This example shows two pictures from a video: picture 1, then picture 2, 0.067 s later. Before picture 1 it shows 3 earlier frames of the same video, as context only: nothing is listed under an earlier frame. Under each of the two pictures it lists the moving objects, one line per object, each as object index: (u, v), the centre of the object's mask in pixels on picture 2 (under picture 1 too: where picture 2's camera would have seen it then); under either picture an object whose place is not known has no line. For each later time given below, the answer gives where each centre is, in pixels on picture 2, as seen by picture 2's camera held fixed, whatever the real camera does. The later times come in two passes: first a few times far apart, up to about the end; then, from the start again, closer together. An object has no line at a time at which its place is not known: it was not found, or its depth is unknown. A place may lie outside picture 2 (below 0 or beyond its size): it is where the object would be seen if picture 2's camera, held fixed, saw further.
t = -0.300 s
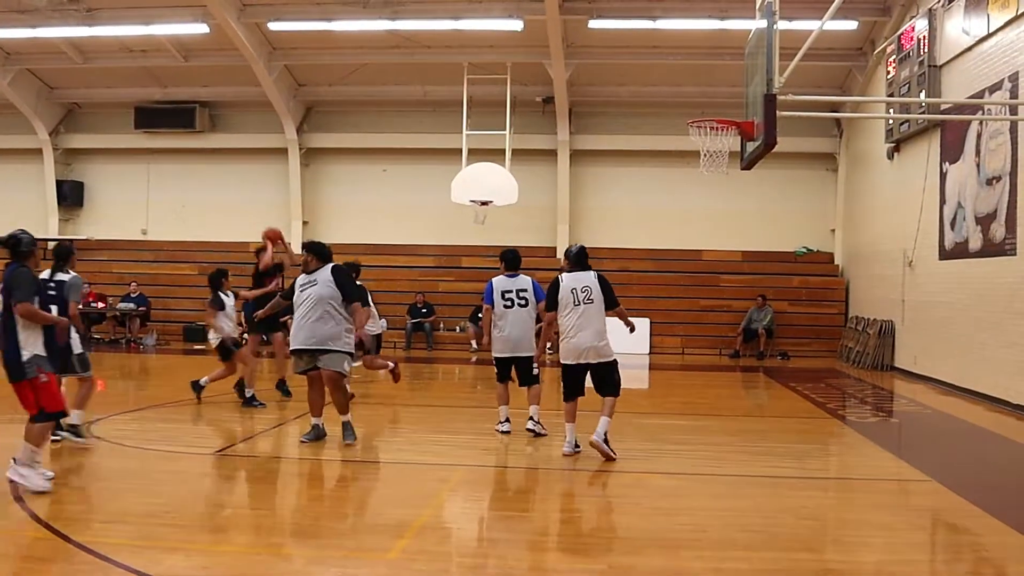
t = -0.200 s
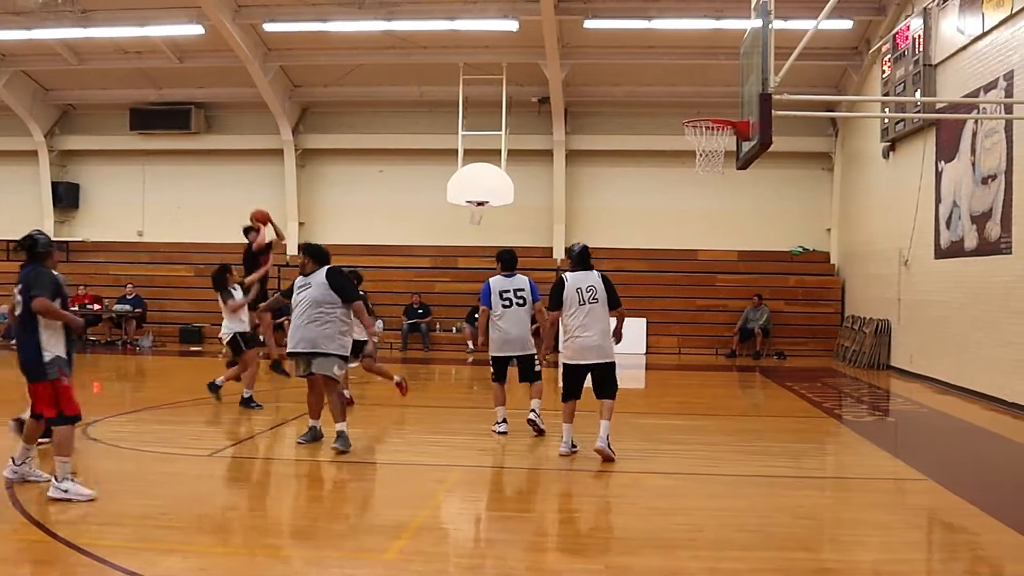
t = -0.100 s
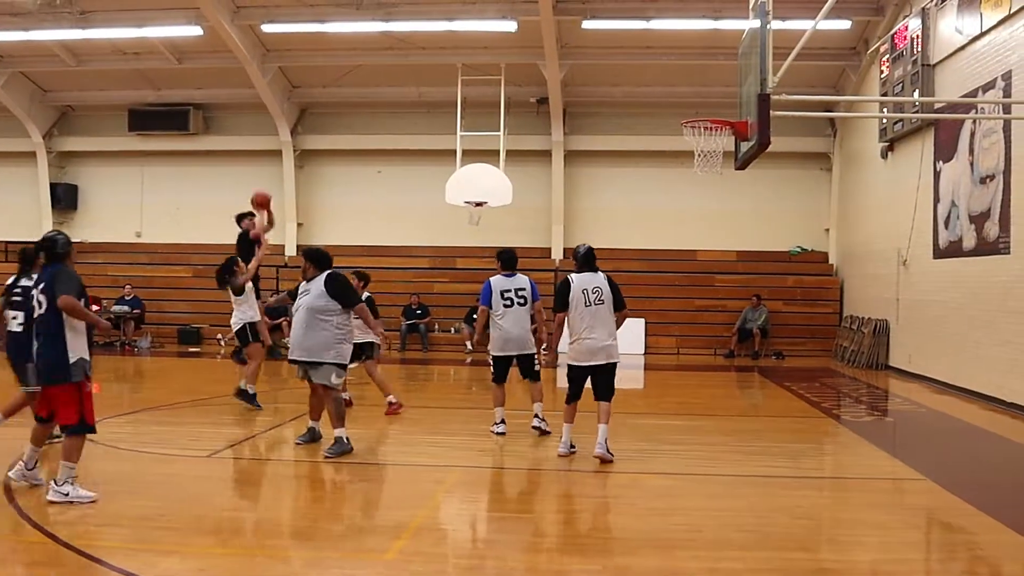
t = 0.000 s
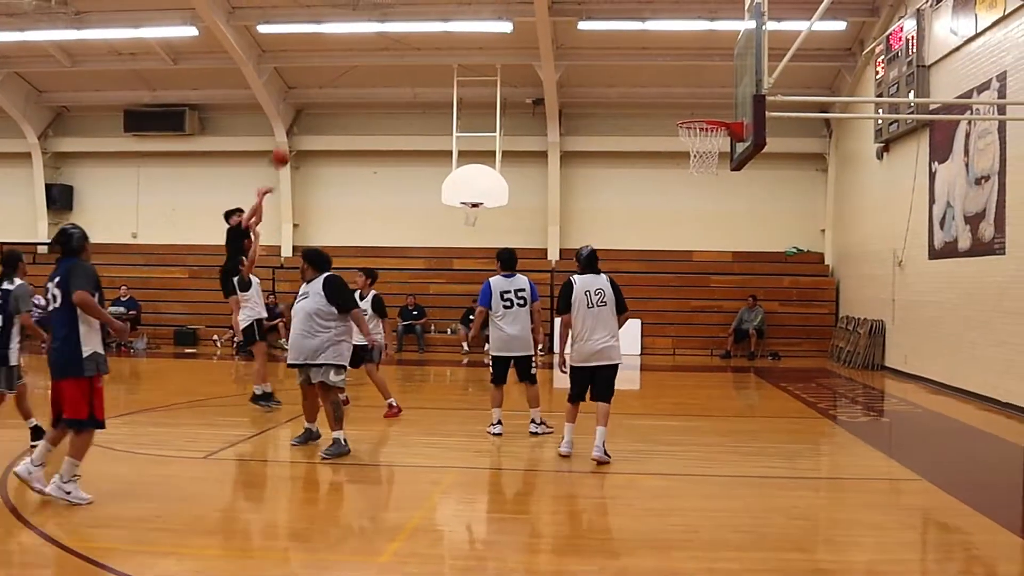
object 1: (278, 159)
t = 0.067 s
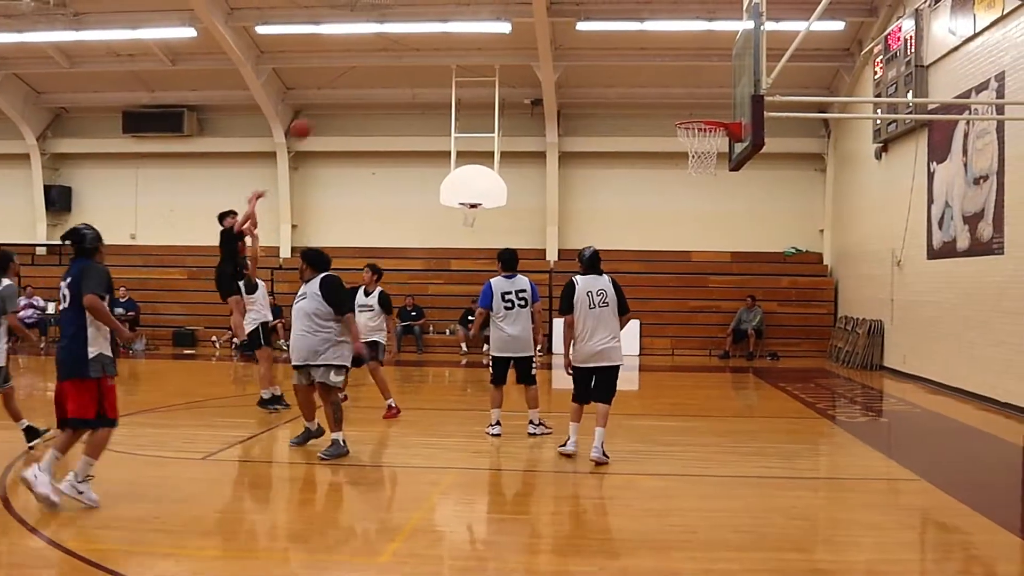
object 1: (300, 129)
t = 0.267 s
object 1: (368, 61)
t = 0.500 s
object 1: (451, 18)
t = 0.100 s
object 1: (311, 115)
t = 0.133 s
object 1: (321, 104)
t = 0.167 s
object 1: (334, 93)
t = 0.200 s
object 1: (345, 80)
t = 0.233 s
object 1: (356, 71)
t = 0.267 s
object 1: (368, 61)
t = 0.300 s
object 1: (380, 52)
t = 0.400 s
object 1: (416, 32)
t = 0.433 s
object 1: (428, 26)
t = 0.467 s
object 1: (440, 22)
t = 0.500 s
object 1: (451, 18)
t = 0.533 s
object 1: (464, 15)
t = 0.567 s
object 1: (476, 14)
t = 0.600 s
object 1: (488, 14)
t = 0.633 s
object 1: (502, 15)
